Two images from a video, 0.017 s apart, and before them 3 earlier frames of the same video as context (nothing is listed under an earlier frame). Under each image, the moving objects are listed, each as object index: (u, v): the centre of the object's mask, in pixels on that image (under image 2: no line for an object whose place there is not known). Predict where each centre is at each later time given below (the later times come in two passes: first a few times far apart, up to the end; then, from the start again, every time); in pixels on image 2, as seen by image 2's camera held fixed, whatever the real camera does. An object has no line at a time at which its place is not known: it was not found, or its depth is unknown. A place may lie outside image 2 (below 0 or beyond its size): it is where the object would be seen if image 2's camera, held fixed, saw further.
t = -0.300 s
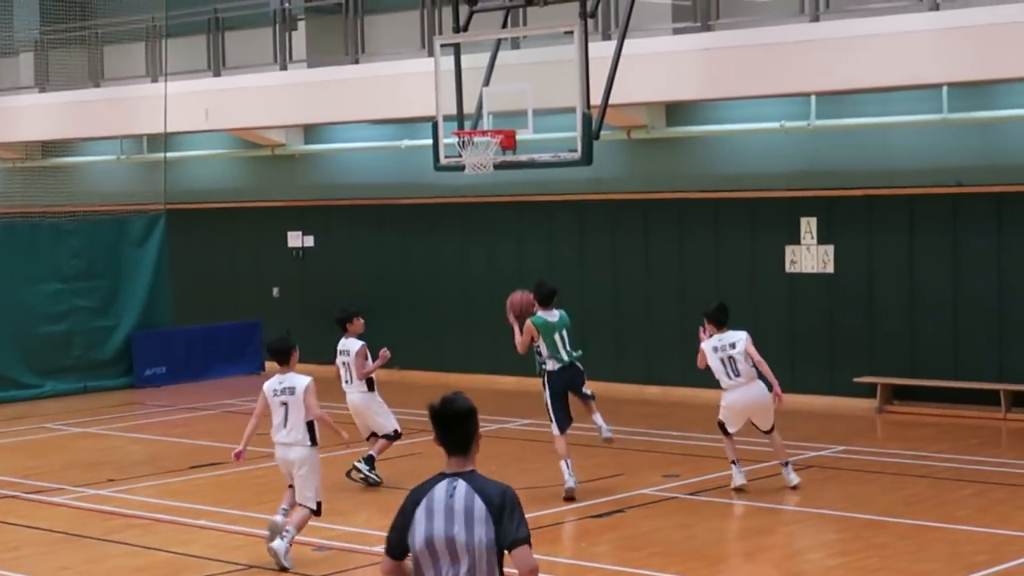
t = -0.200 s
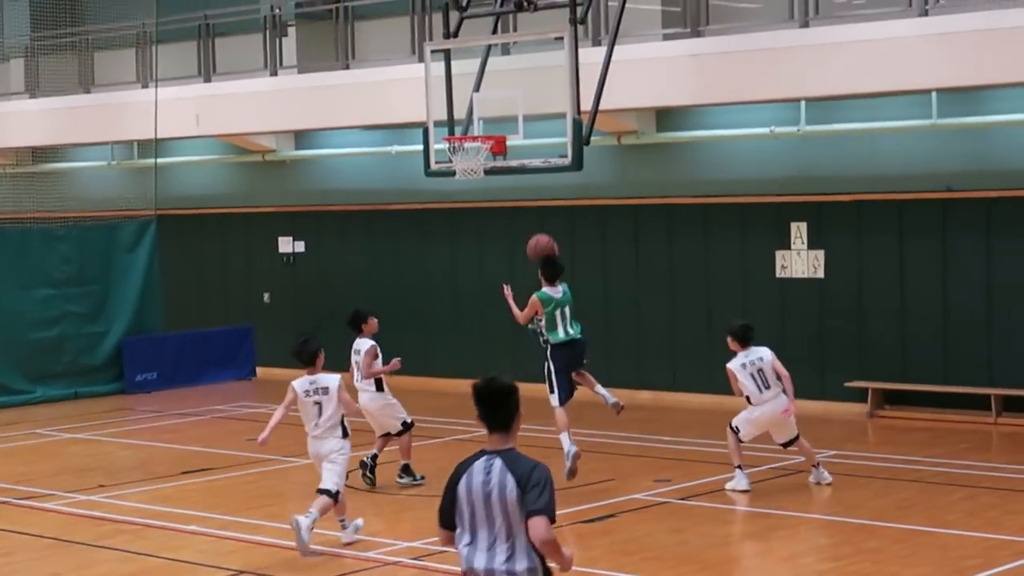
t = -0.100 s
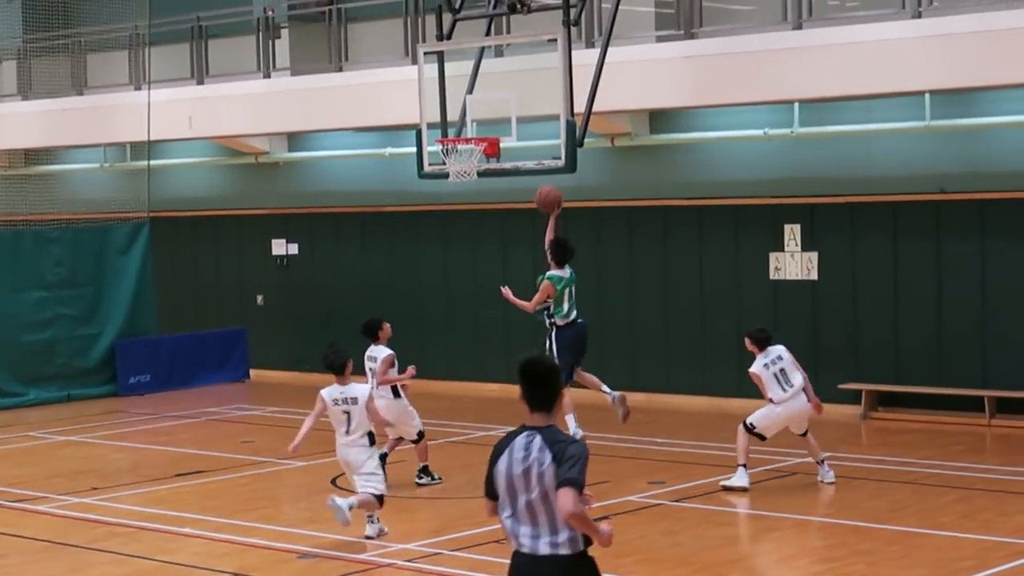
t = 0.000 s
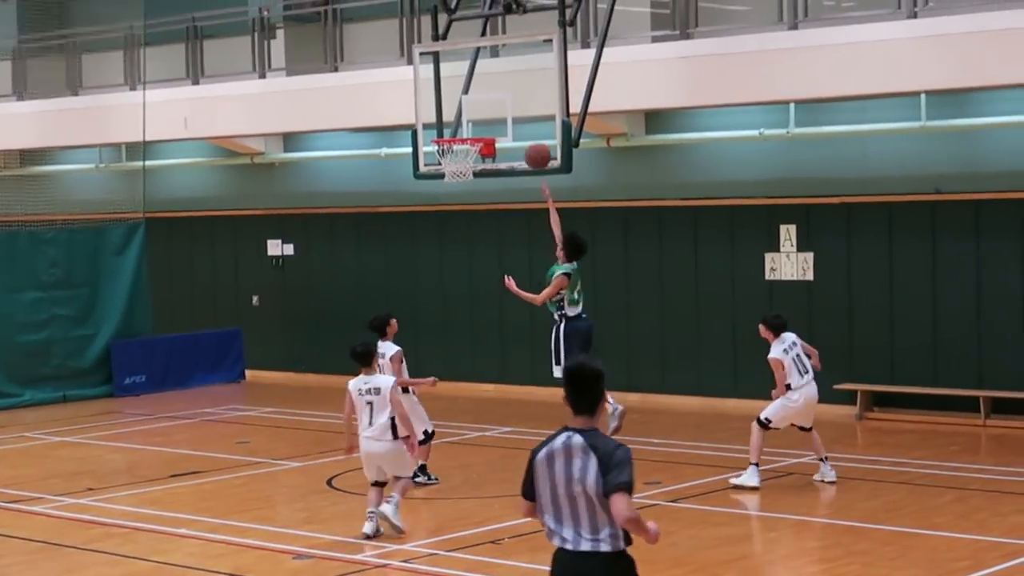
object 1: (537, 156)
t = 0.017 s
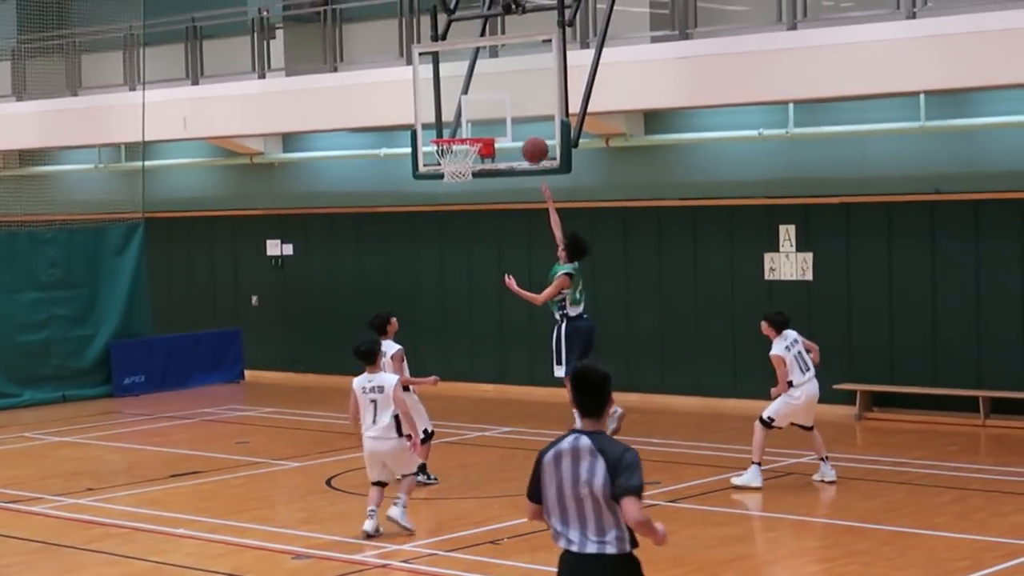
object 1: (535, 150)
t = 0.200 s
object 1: (509, 107)
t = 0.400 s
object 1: (468, 103)
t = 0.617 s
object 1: (439, 122)
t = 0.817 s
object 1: (441, 128)
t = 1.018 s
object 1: (452, 155)
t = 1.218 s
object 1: (464, 204)
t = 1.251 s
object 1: (465, 214)
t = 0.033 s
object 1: (533, 144)
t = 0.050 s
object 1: (531, 139)
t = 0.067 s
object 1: (529, 134)
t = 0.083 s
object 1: (528, 129)
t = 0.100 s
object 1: (526, 125)
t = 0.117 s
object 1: (525, 121)
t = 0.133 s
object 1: (524, 118)
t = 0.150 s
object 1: (520, 114)
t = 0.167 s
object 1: (516, 112)
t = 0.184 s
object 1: (513, 109)
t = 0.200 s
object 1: (509, 107)
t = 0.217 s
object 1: (506, 105)
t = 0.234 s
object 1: (502, 103)
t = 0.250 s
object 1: (498, 102)
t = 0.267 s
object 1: (495, 100)
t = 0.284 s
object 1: (491, 100)
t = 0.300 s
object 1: (488, 100)
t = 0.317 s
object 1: (485, 99)
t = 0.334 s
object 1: (480, 99)
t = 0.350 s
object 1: (478, 100)
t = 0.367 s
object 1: (474, 101)
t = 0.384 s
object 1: (471, 102)
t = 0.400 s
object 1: (468, 103)
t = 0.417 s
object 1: (464, 105)
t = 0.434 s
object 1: (461, 107)
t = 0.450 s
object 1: (457, 109)
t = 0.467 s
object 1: (454, 112)
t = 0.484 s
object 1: (450, 114)
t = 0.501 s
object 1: (447, 117)
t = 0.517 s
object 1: (444, 122)
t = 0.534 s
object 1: (441, 125)
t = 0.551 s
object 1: (440, 126)
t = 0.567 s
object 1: (440, 124)
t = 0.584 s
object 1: (439, 123)
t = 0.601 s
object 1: (439, 123)
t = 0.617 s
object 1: (439, 122)
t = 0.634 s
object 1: (438, 122)
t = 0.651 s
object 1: (438, 122)
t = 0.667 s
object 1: (438, 123)
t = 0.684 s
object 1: (437, 124)
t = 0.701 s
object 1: (437, 125)
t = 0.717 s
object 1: (437, 126)
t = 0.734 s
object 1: (437, 127)
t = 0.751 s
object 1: (437, 127)
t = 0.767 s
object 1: (438, 127)
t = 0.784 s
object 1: (439, 127)
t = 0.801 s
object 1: (439, 128)
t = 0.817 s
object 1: (441, 128)
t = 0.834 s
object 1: (442, 129)
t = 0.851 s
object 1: (443, 130)
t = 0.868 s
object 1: (444, 130)
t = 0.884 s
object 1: (445, 131)
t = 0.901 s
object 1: (446, 133)
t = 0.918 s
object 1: (446, 132)
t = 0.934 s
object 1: (449, 145)
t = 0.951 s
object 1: (449, 150)
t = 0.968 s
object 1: (449, 151)
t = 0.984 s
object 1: (450, 153)
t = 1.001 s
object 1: (452, 154)
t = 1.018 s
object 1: (452, 155)
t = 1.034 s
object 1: (451, 155)
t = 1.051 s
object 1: (457, 167)
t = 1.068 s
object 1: (455, 170)
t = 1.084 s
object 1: (458, 180)
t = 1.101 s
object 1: (458, 181)
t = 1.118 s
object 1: (459, 182)
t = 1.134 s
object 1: (459, 183)
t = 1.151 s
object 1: (460, 186)
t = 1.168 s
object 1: (461, 189)
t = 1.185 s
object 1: (462, 194)
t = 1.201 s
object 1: (463, 199)
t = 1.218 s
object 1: (464, 204)
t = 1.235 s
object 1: (464, 208)
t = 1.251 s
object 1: (465, 214)
